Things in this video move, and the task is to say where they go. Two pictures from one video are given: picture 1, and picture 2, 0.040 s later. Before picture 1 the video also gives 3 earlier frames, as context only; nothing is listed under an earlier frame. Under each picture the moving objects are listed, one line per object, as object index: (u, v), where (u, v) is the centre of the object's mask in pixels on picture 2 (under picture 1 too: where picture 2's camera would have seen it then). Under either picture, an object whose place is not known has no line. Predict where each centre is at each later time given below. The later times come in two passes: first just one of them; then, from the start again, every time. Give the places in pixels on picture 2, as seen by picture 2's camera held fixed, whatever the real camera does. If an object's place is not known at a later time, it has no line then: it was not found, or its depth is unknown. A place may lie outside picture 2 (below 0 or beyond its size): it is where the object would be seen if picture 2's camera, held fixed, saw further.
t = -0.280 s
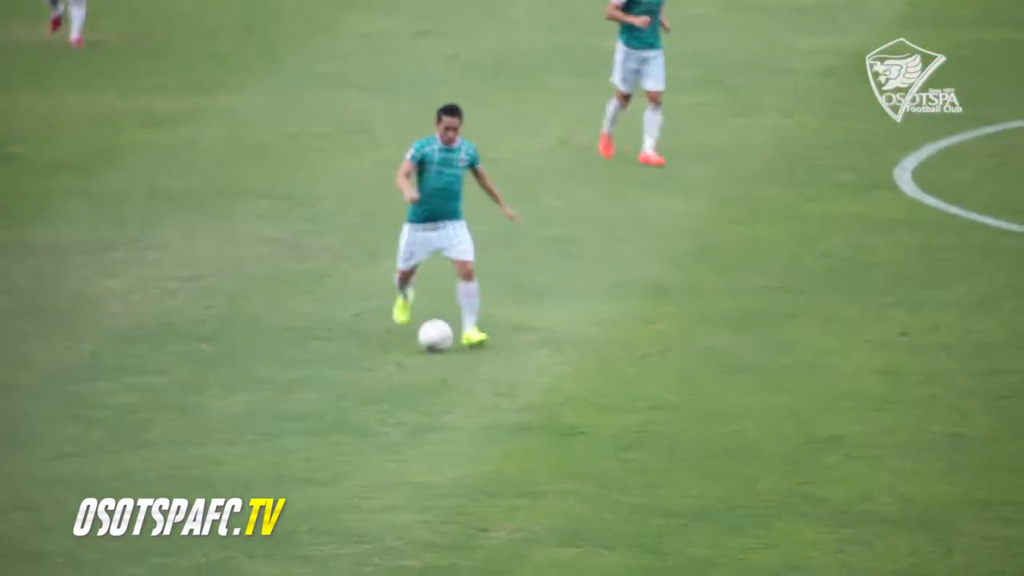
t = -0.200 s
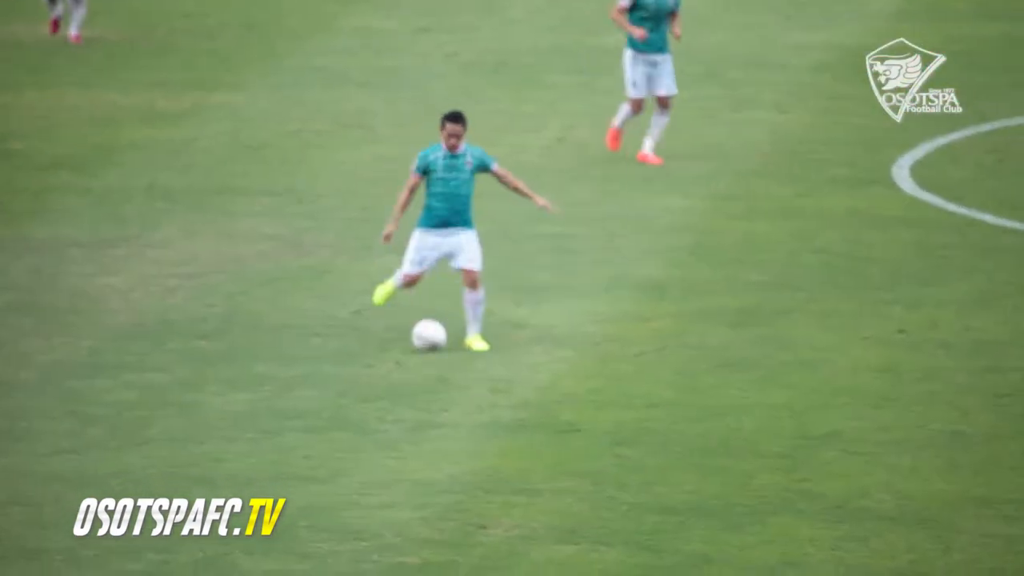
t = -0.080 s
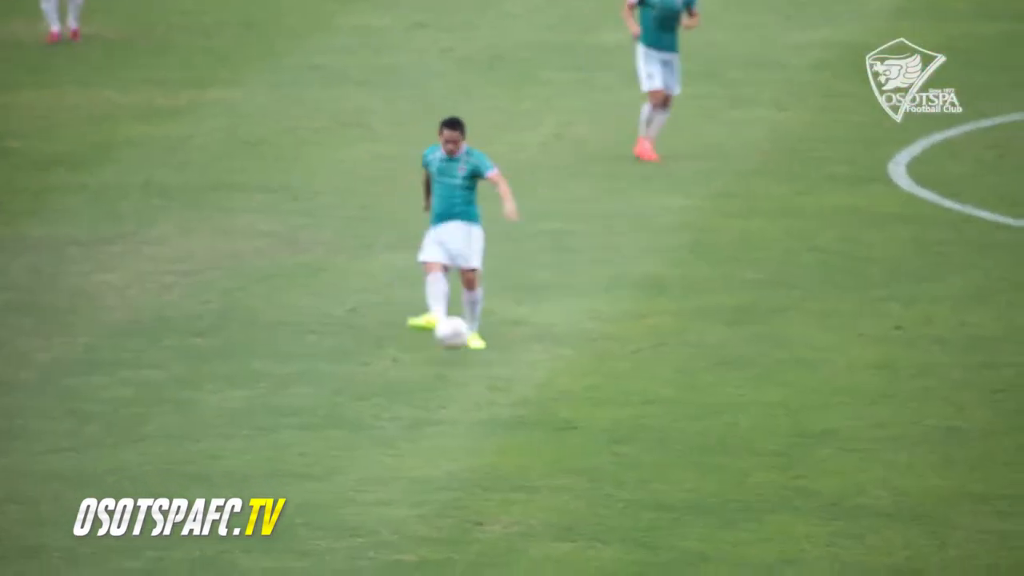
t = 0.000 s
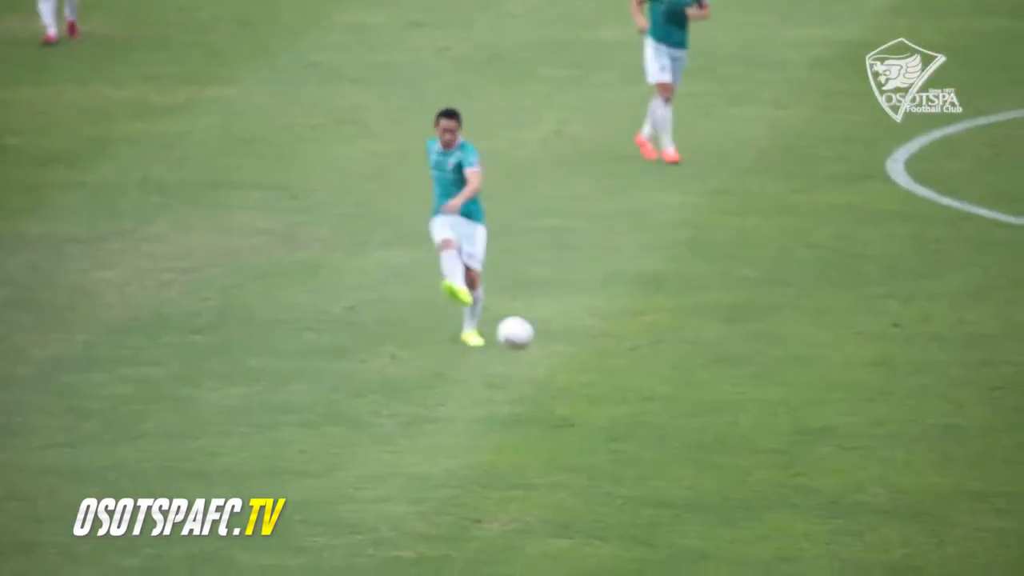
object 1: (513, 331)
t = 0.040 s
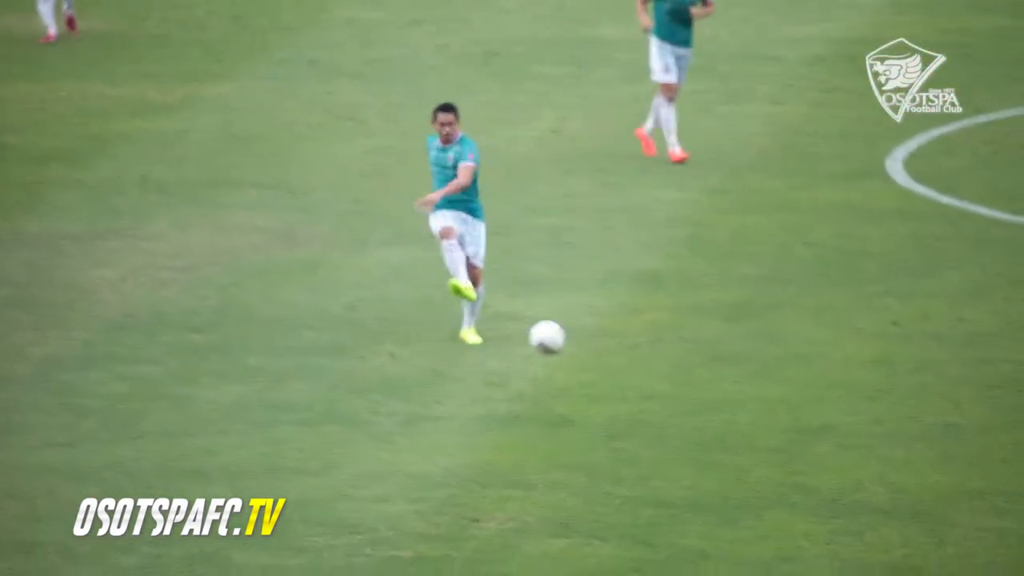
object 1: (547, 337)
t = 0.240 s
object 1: (733, 412)
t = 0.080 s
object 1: (583, 346)
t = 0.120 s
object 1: (619, 358)
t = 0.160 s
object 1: (657, 373)
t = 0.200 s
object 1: (695, 392)
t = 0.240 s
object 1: (733, 412)
